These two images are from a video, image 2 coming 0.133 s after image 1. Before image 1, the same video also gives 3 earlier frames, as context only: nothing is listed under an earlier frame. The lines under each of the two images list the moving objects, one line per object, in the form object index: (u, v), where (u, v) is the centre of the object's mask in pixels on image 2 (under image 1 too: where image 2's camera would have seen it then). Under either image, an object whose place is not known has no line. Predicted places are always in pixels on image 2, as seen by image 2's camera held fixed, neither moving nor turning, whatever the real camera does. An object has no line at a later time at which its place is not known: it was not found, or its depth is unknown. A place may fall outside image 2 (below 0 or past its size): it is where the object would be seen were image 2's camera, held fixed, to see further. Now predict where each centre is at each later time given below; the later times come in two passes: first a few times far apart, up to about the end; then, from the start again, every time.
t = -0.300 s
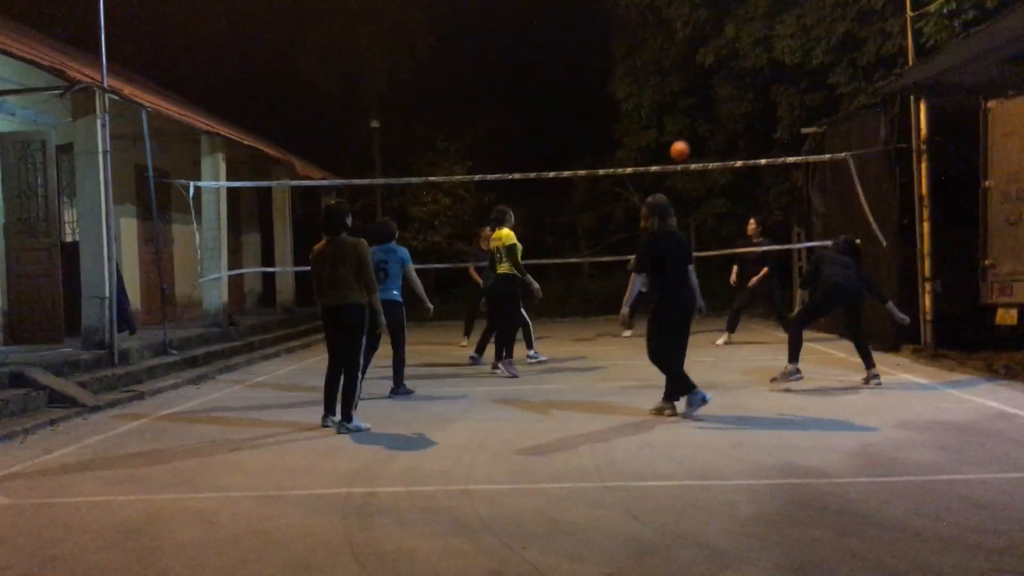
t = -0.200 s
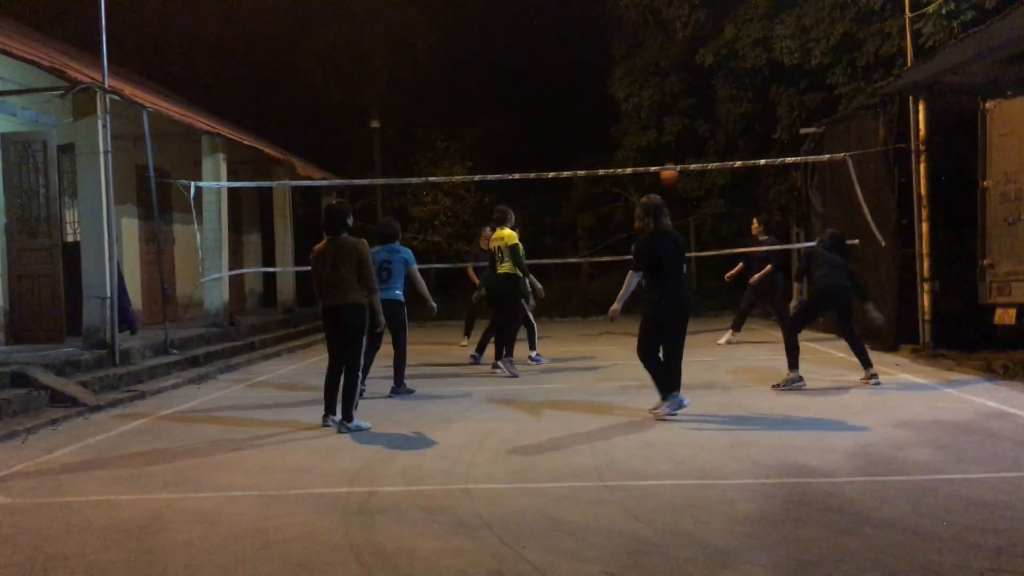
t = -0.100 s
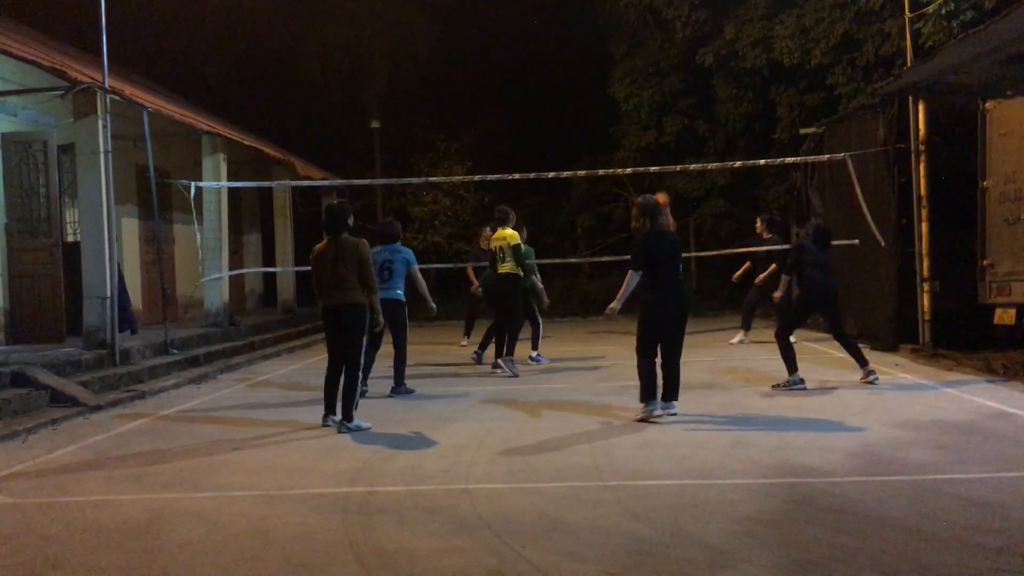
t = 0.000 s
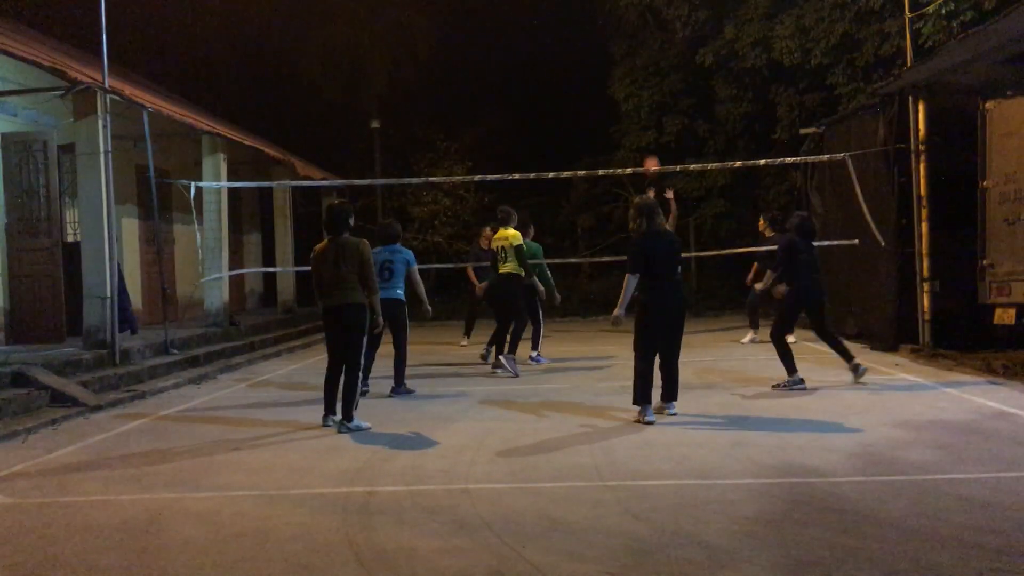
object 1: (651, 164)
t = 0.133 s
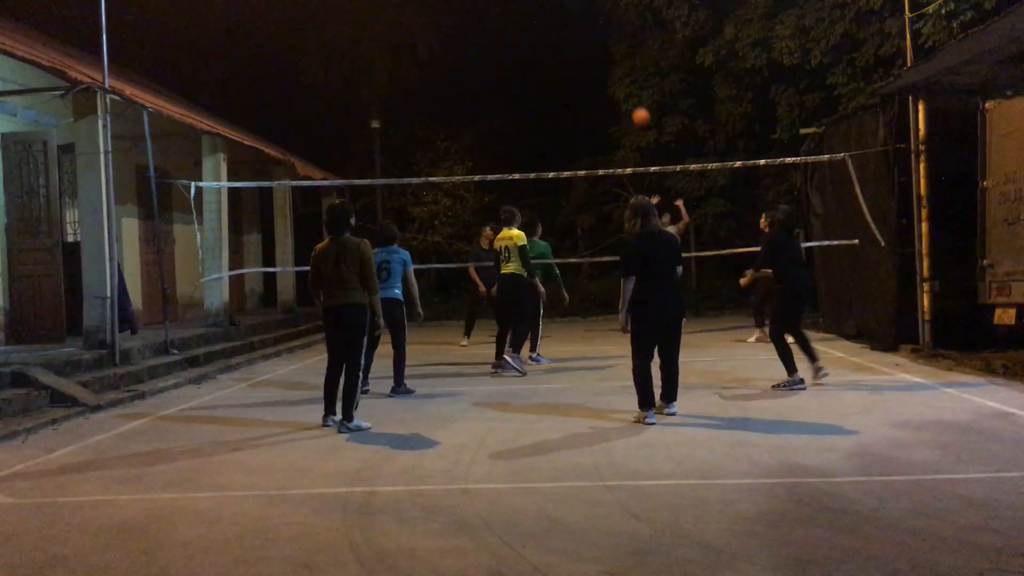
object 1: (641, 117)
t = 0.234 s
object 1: (633, 88)
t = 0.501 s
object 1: (614, 49)
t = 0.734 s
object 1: (598, 54)
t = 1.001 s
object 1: (583, 109)
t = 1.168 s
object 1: (576, 165)
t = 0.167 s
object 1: (638, 106)
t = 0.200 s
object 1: (636, 97)
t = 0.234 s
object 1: (633, 88)
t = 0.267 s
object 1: (631, 81)
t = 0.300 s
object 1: (628, 74)
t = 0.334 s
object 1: (626, 68)
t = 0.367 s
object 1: (623, 63)
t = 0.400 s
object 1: (621, 58)
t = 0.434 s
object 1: (619, 54)
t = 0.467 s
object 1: (617, 51)
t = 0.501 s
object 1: (614, 49)
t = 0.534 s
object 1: (612, 47)
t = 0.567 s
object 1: (610, 46)
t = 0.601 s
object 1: (607, 46)
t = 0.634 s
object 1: (605, 47)
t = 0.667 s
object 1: (603, 48)
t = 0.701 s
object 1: (601, 50)
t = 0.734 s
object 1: (598, 54)
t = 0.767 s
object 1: (596, 58)
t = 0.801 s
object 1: (594, 62)
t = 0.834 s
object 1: (592, 68)
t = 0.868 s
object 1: (590, 75)
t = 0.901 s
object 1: (588, 82)
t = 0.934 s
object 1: (587, 91)
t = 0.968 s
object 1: (585, 99)
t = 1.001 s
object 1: (583, 109)
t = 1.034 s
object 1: (582, 120)
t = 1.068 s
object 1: (580, 131)
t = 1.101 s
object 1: (579, 144)
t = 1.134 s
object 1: (578, 157)
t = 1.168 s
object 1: (576, 165)
